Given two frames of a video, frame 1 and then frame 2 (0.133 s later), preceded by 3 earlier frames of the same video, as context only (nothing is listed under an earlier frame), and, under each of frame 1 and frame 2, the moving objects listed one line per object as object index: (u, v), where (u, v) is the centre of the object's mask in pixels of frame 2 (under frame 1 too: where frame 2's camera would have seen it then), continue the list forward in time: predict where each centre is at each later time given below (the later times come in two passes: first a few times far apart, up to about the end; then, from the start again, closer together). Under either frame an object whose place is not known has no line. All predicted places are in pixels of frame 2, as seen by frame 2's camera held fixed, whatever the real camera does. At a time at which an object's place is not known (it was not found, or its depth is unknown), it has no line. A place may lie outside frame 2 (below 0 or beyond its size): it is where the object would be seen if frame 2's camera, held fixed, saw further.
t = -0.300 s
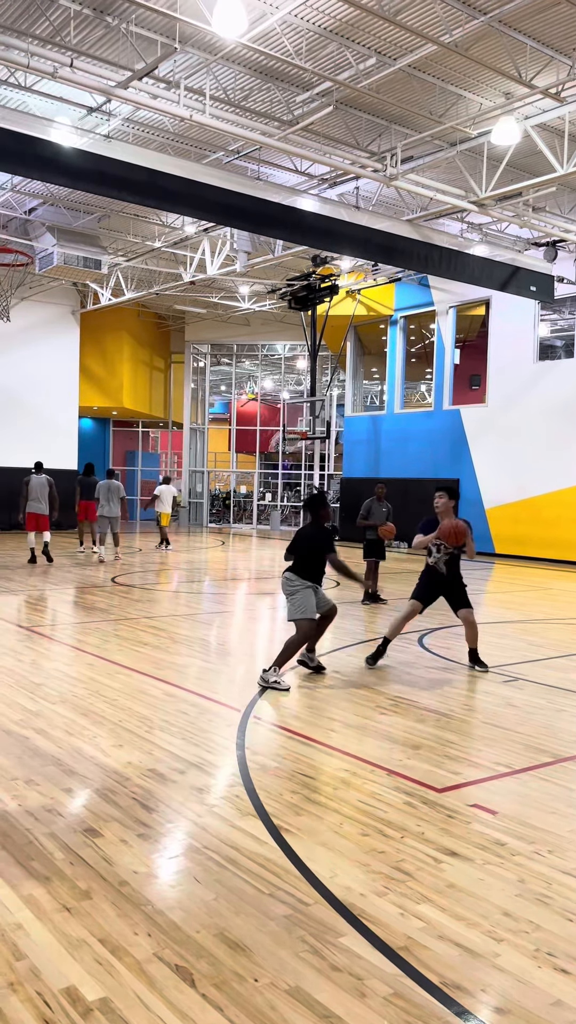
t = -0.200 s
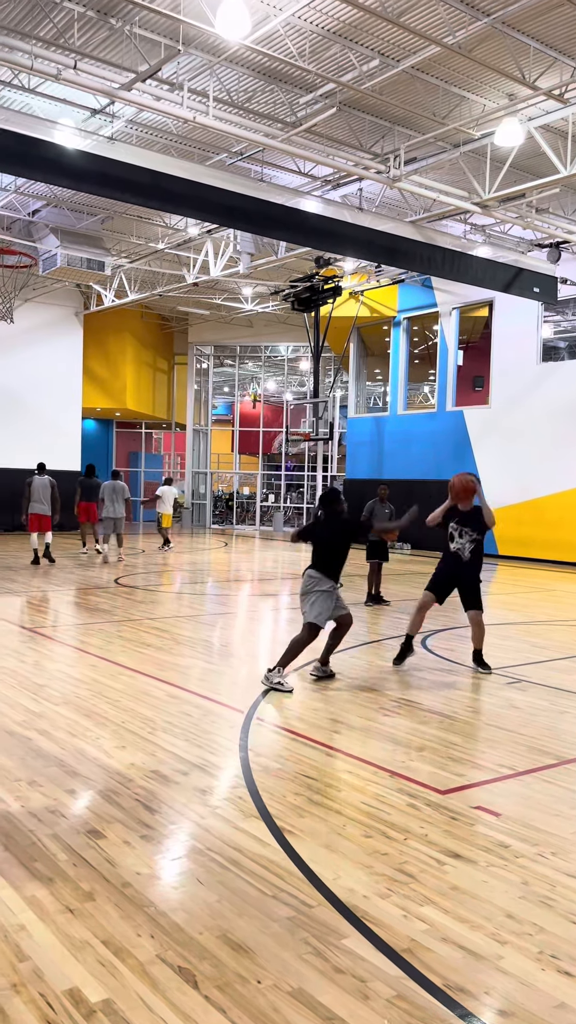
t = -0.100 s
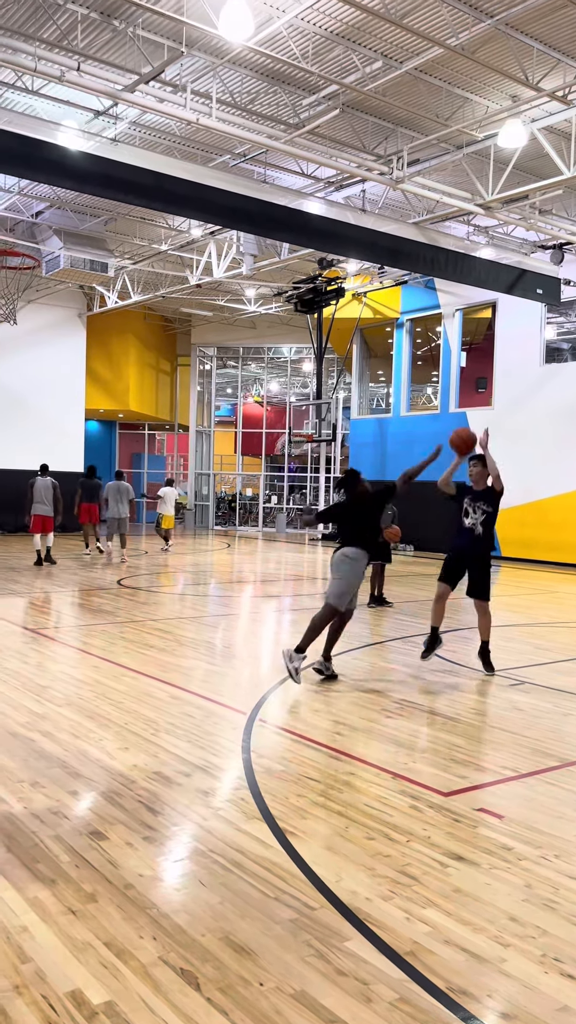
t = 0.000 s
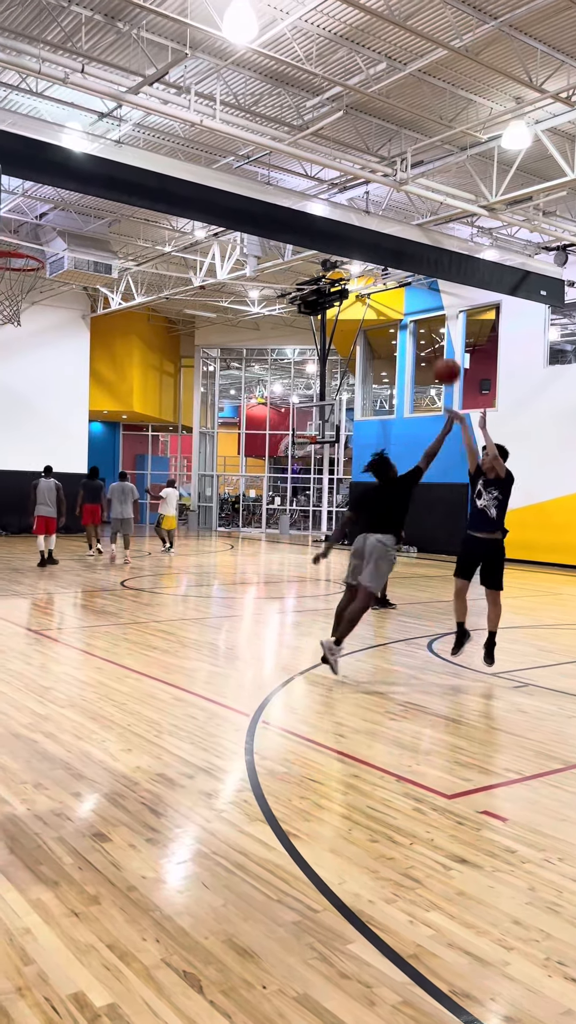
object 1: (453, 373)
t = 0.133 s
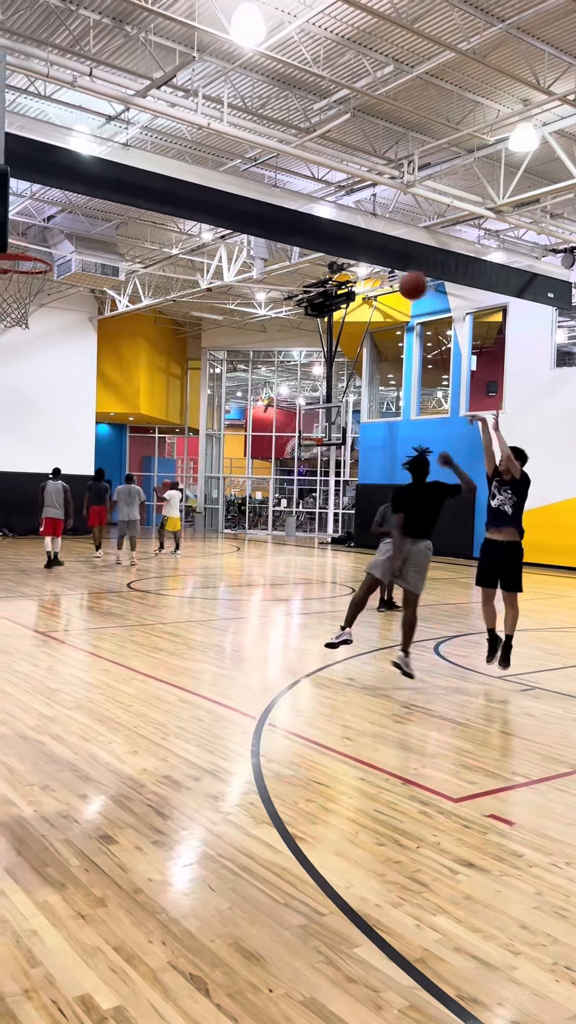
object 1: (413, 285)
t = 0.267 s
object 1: (370, 214)
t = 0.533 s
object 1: (278, 128)
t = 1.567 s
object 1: (-61, 485)
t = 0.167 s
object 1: (402, 265)
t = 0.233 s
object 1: (381, 231)
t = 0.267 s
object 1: (370, 214)
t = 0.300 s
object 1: (359, 199)
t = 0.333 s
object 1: (348, 185)
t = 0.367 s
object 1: (336, 172)
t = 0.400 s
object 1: (326, 161)
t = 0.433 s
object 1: (314, 150)
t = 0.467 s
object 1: (303, 142)
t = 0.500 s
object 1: (291, 134)
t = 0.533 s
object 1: (278, 128)
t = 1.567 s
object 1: (-61, 485)
